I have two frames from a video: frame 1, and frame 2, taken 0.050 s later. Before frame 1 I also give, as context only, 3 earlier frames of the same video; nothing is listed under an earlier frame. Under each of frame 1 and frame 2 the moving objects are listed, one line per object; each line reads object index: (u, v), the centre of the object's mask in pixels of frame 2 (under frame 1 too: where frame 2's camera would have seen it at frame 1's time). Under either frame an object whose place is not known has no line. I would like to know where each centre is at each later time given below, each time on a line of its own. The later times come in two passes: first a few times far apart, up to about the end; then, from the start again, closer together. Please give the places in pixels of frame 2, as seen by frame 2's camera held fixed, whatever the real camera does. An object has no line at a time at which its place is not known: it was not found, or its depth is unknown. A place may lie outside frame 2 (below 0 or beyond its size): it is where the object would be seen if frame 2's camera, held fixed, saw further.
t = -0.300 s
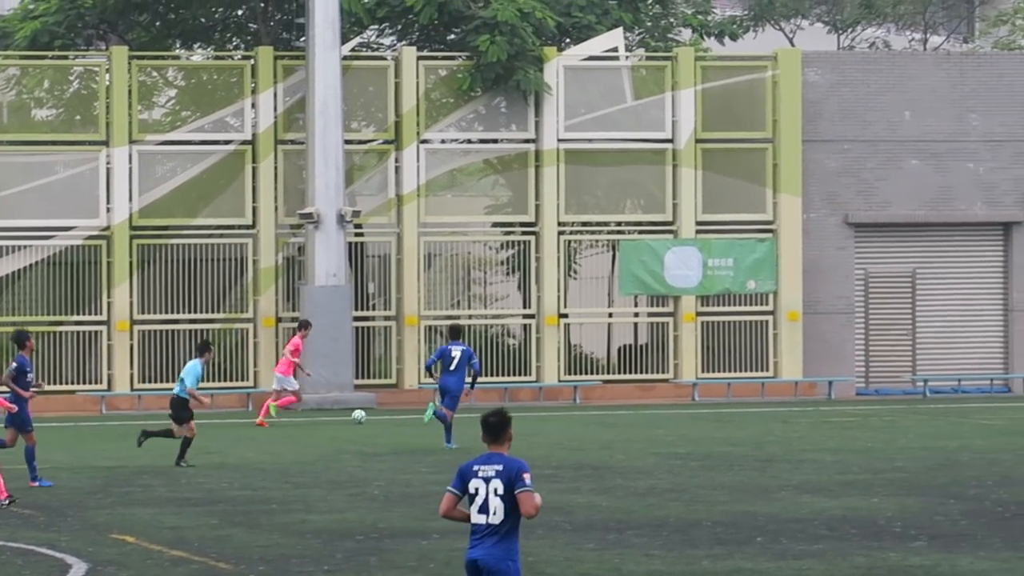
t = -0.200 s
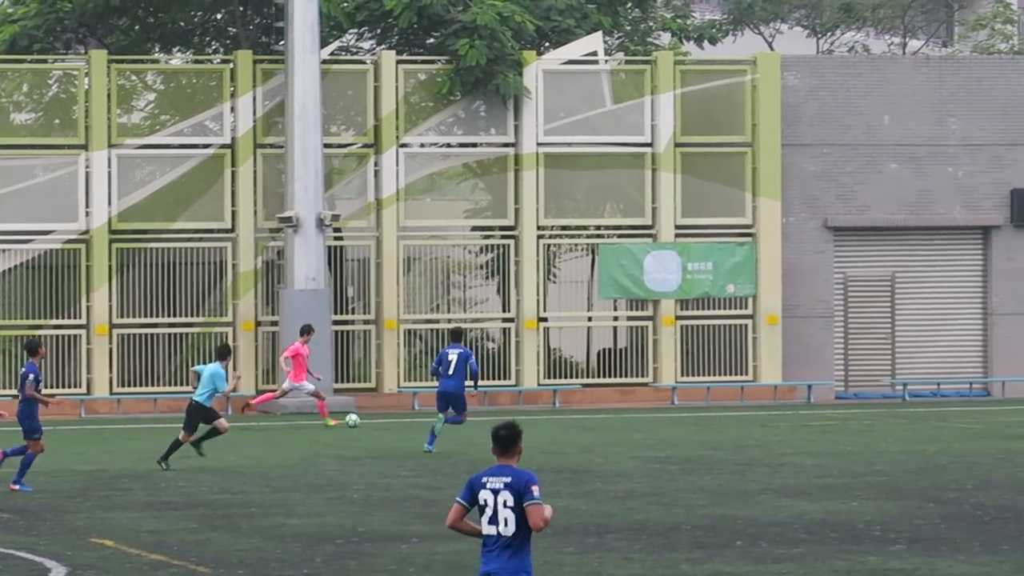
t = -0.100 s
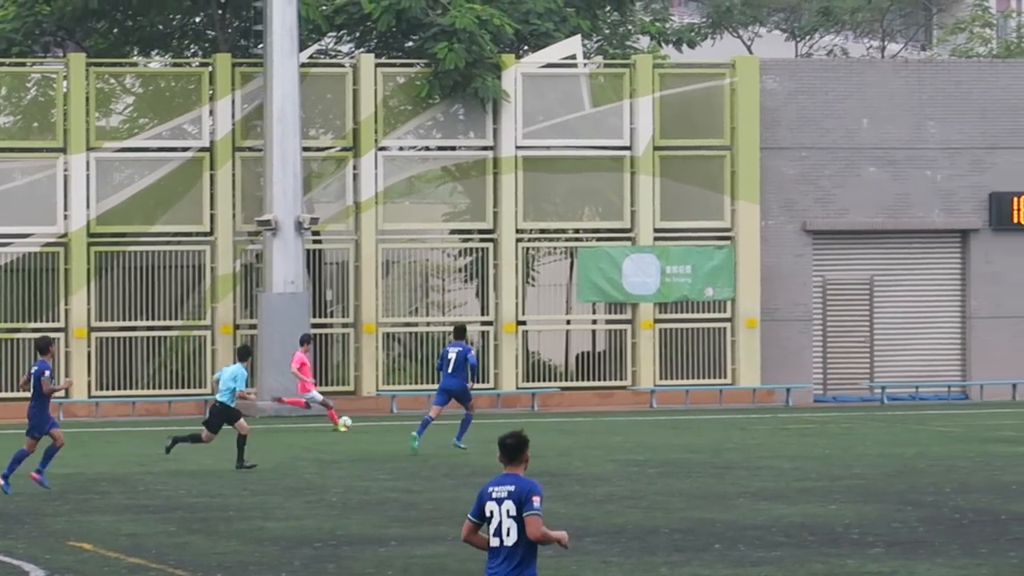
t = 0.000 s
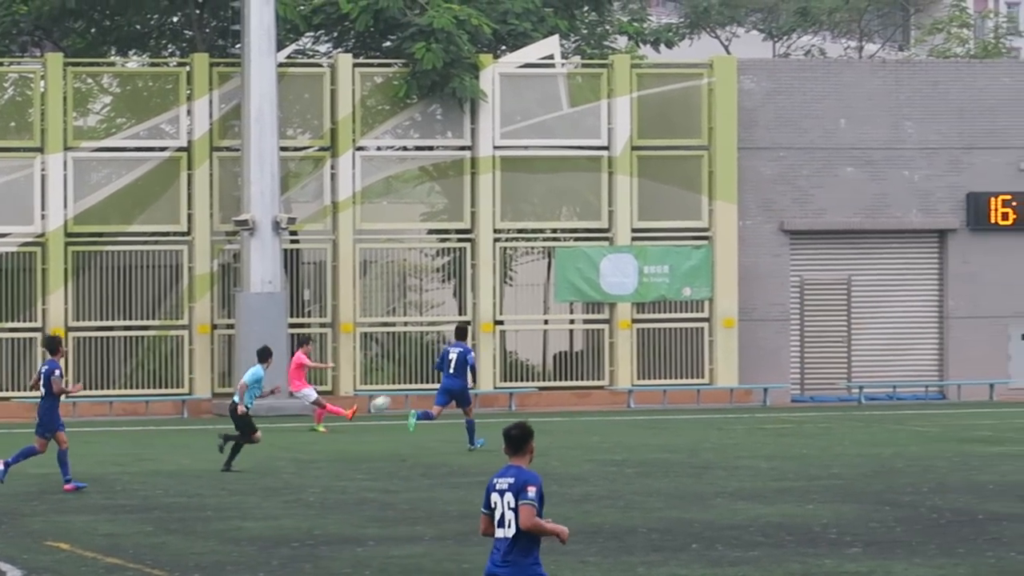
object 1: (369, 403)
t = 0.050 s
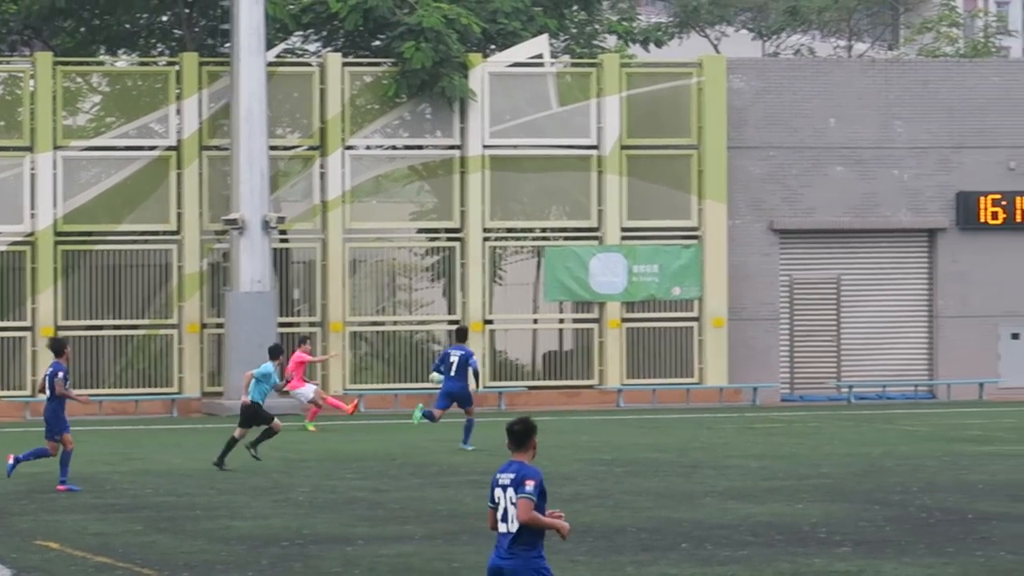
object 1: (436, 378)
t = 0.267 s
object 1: (722, 280)
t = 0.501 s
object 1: (1014, 196)
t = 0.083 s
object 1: (486, 358)
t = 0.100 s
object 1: (505, 351)
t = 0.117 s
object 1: (528, 344)
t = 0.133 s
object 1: (550, 336)
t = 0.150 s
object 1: (571, 328)
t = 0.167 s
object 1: (593, 321)
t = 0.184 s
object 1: (615, 314)
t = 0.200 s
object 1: (637, 307)
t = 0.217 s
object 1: (657, 300)
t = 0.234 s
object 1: (679, 293)
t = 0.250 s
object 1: (701, 287)
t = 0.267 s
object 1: (722, 280)
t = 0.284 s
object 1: (743, 273)
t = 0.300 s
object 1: (764, 267)
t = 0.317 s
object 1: (786, 260)
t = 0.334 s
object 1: (807, 253)
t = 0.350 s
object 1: (828, 247)
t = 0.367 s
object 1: (849, 241)
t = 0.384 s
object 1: (870, 234)
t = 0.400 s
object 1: (891, 228)
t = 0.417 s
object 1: (911, 222)
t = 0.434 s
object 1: (932, 217)
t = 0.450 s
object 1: (953, 211)
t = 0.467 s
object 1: (973, 207)
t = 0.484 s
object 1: (994, 202)
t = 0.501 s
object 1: (1014, 196)
